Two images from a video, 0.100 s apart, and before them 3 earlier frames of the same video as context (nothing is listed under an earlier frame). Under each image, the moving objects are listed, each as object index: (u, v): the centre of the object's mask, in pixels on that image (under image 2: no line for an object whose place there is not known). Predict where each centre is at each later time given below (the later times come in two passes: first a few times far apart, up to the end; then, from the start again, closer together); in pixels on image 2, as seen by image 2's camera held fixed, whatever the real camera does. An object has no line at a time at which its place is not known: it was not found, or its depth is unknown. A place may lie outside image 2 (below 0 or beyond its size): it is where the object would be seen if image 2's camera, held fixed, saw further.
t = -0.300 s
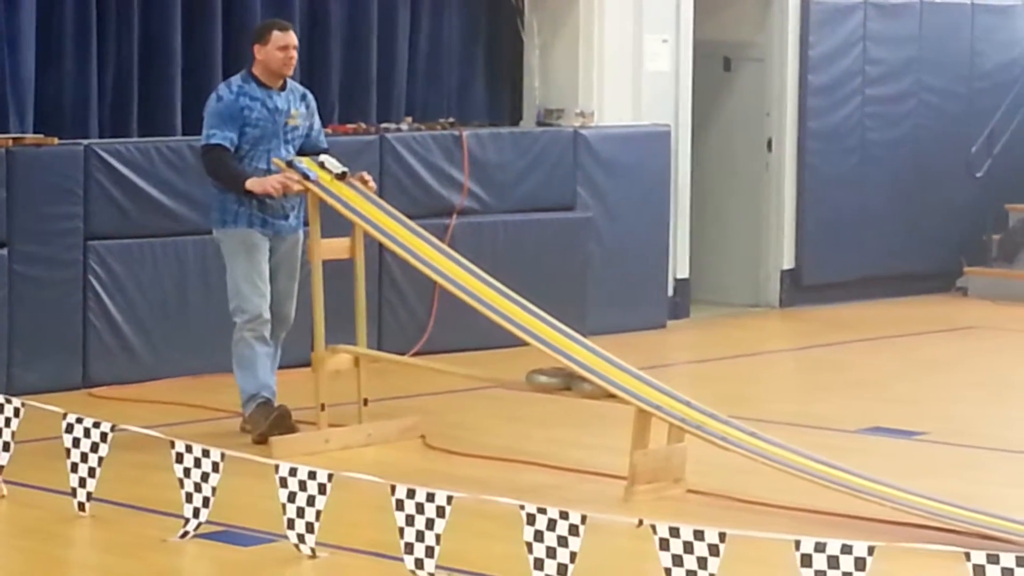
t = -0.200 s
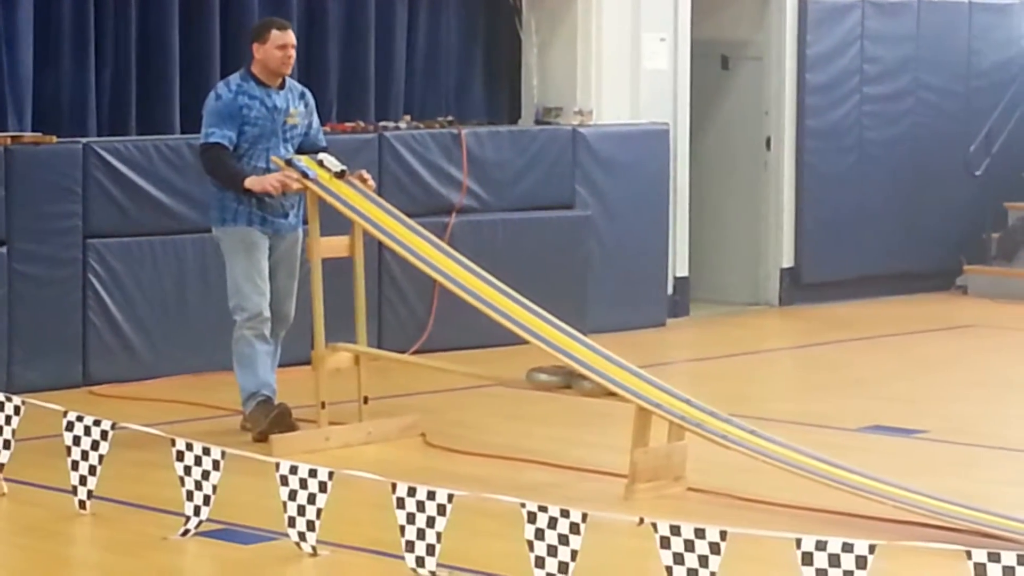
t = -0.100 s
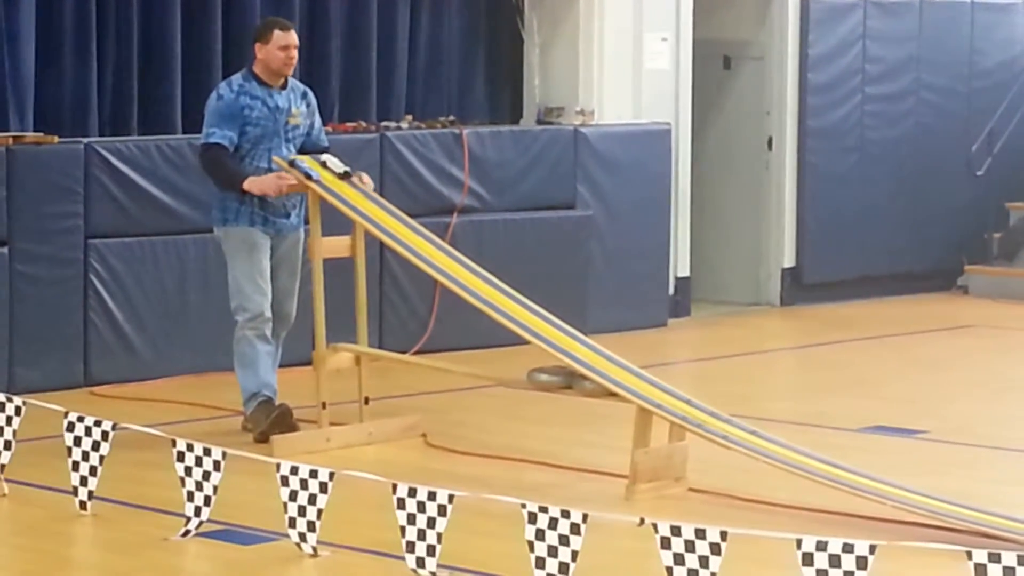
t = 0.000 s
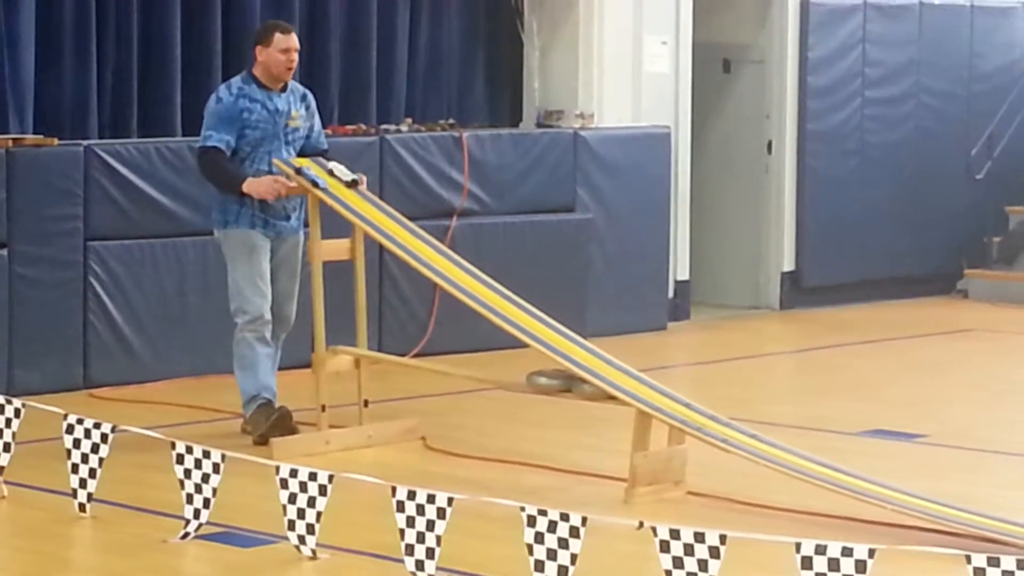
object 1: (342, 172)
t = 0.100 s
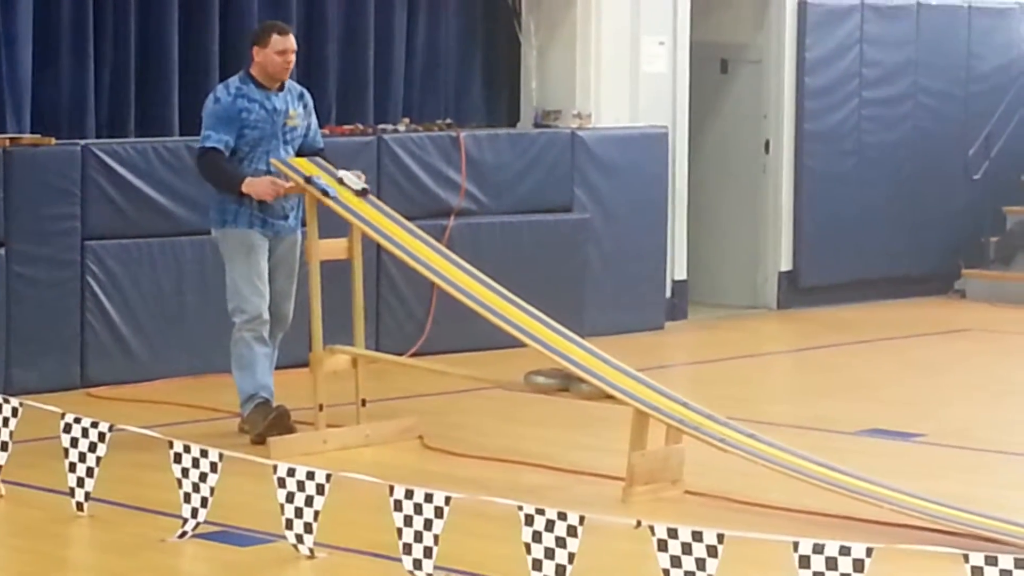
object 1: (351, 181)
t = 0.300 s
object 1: (397, 215)
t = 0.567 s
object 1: (488, 278)
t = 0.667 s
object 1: (534, 308)
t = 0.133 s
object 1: (357, 186)
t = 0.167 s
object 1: (364, 191)
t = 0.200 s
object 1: (371, 196)
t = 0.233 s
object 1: (380, 201)
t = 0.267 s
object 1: (389, 209)
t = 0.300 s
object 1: (397, 215)
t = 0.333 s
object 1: (406, 224)
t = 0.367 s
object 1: (416, 232)
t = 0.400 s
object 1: (426, 239)
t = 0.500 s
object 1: (462, 263)
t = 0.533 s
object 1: (473, 270)
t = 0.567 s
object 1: (488, 278)
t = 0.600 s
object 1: (502, 288)
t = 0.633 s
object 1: (518, 298)
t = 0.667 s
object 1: (534, 308)
